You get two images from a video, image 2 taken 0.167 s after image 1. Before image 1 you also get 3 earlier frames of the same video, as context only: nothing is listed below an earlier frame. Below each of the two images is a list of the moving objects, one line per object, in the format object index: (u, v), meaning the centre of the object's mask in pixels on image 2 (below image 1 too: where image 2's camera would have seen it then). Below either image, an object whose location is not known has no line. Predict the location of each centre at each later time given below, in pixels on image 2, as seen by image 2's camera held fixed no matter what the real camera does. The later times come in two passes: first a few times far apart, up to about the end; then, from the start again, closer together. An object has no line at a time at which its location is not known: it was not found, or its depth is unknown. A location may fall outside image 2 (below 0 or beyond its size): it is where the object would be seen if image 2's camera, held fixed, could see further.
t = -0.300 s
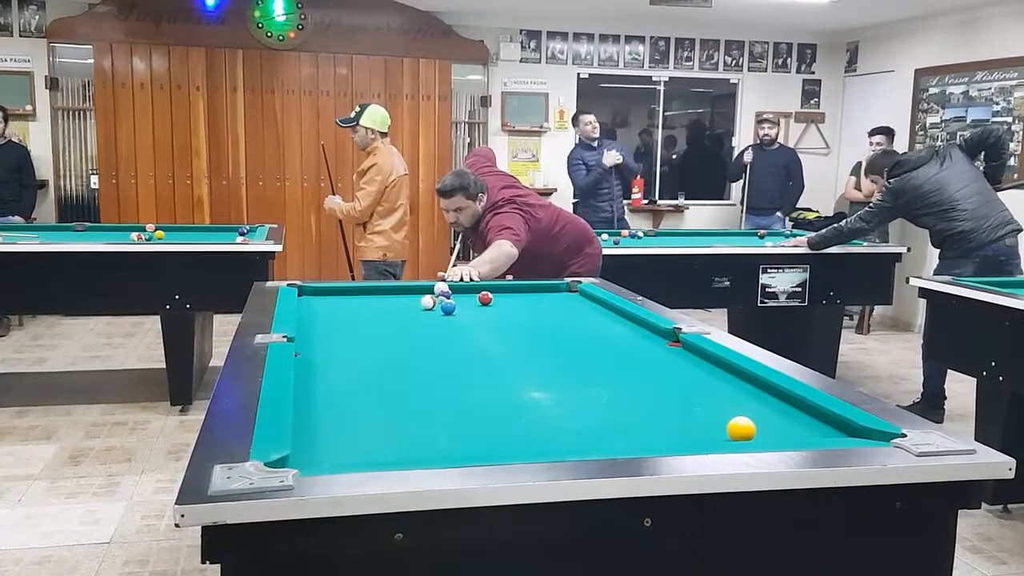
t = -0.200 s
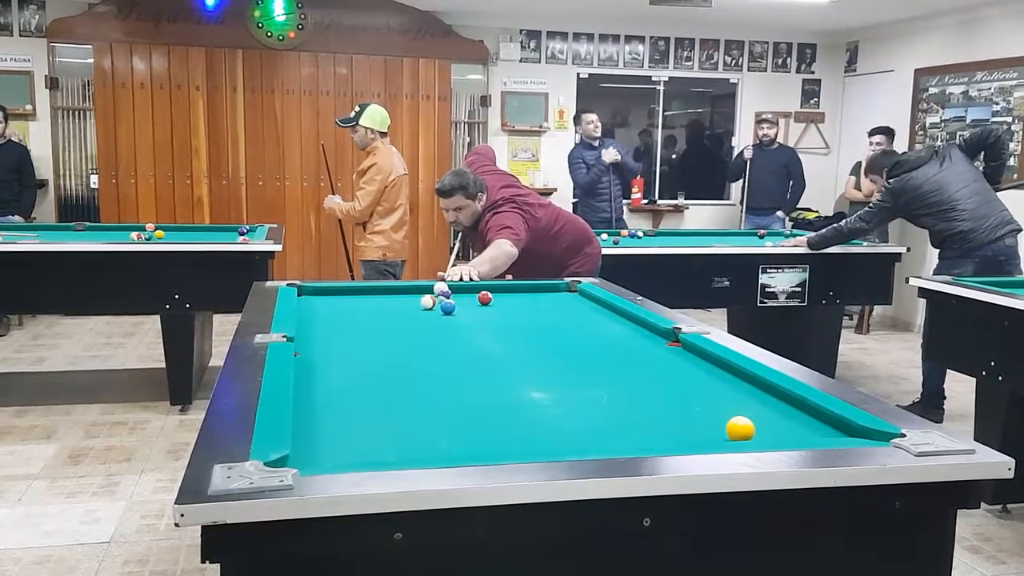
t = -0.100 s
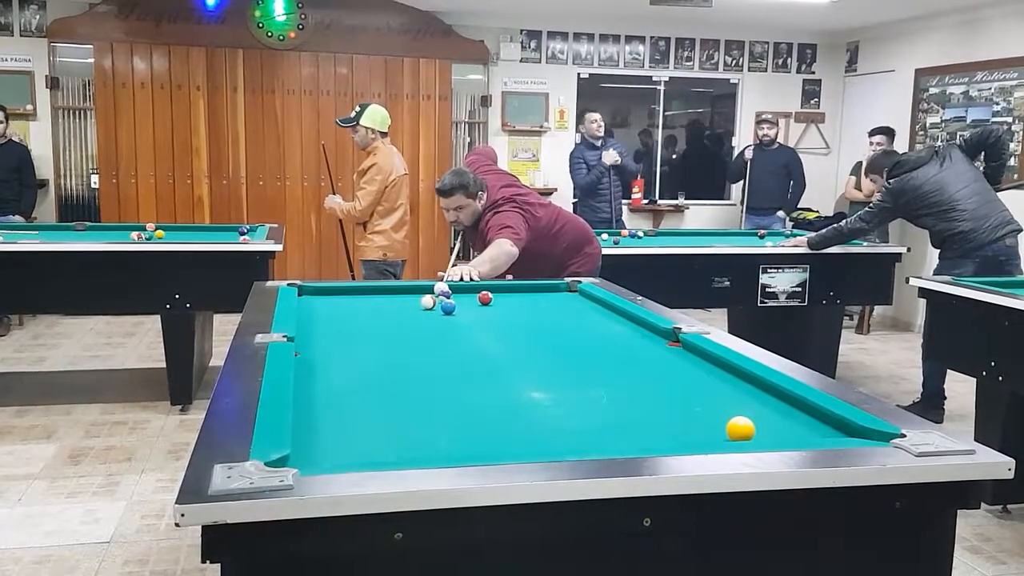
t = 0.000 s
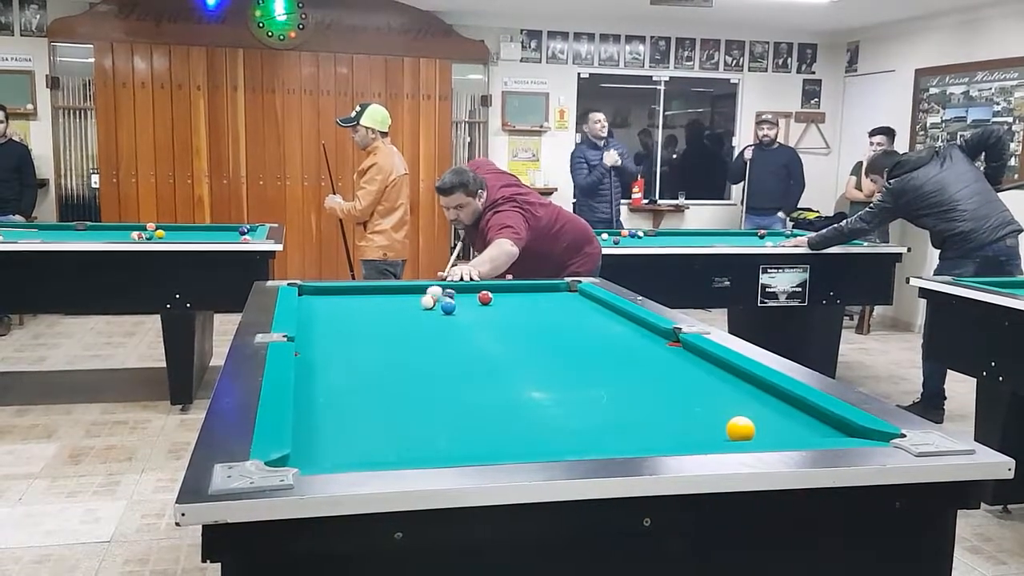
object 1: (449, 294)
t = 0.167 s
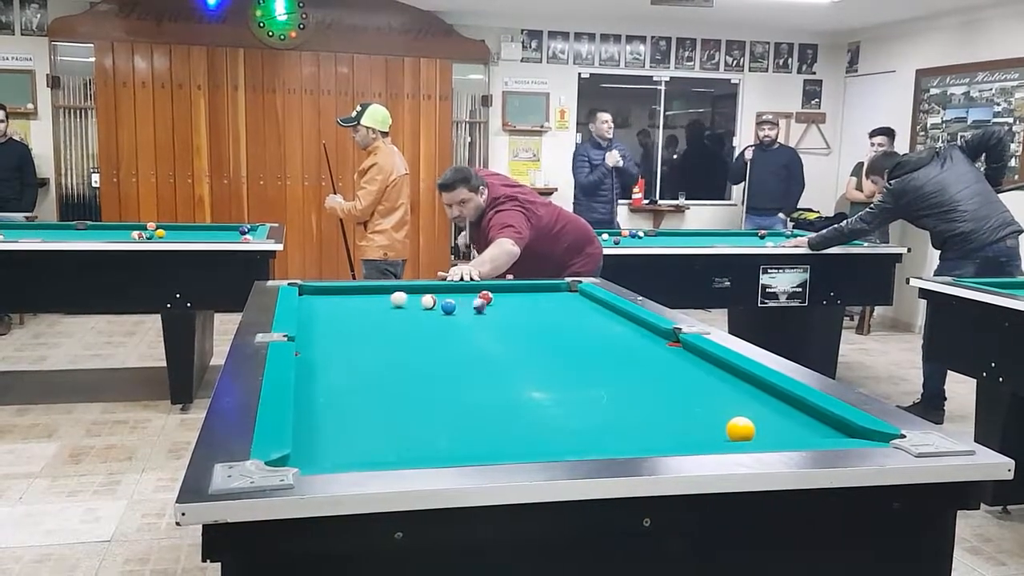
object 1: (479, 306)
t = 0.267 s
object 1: (496, 311)
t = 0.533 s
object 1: (545, 326)
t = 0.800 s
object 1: (601, 343)
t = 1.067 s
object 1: (666, 363)
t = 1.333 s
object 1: (744, 387)
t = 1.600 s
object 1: (804, 415)
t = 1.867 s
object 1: (833, 431)
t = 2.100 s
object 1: (803, 420)
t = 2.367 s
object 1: (774, 403)
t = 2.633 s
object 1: (752, 389)
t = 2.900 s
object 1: (734, 378)
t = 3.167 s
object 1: (720, 368)
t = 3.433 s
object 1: (708, 360)
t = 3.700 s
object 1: (695, 353)
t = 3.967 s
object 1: (682, 348)
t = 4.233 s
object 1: (673, 344)
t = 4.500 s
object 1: (665, 340)
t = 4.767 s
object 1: (659, 337)
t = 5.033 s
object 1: (654, 334)
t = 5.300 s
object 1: (651, 333)
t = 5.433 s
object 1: (651, 332)
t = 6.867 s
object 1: (649, 331)
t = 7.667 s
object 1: (647, 331)
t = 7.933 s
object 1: (645, 332)
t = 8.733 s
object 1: (645, 331)
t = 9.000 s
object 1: (646, 331)
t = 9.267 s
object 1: (646, 331)
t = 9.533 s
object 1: (646, 331)
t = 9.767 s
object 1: (646, 331)
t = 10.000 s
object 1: (647, 331)
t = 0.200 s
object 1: (485, 307)
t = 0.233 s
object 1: (491, 309)
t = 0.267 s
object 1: (496, 311)
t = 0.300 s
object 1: (501, 313)
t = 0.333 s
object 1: (507, 315)
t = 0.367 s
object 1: (513, 316)
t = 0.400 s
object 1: (520, 318)
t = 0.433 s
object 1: (525, 320)
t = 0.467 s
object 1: (532, 322)
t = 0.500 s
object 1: (538, 325)
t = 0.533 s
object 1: (545, 326)
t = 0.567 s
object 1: (552, 328)
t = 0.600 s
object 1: (558, 330)
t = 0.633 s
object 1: (564, 332)
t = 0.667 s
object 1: (572, 334)
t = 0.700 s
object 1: (579, 336)
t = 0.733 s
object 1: (585, 339)
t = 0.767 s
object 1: (593, 341)
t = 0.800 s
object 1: (601, 343)
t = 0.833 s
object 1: (609, 345)
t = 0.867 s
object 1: (616, 348)
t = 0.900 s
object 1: (623, 350)
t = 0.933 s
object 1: (632, 353)
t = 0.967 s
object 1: (640, 355)
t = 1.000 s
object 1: (649, 358)
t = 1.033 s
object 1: (657, 360)
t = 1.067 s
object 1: (666, 363)
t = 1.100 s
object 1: (675, 366)
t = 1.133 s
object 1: (684, 369)
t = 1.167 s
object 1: (694, 372)
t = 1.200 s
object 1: (702, 375)
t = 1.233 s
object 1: (713, 377)
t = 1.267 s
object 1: (723, 381)
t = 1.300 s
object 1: (733, 383)
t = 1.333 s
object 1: (744, 387)
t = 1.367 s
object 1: (755, 390)
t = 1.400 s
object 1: (766, 393)
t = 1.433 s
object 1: (777, 397)
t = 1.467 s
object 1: (787, 401)
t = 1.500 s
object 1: (791, 404)
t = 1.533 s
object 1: (795, 408)
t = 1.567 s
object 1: (799, 411)
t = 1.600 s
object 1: (804, 415)
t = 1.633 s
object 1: (809, 418)
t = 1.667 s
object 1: (814, 422)
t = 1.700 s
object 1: (818, 425)
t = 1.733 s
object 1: (824, 427)
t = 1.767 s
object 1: (829, 429)
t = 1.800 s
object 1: (834, 431)
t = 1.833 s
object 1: (839, 433)
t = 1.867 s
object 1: (833, 431)
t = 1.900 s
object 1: (830, 430)
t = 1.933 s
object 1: (824, 429)
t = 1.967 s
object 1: (819, 427)
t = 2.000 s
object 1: (815, 426)
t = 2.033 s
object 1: (811, 425)
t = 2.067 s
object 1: (807, 423)
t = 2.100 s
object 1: (803, 420)
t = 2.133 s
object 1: (799, 417)
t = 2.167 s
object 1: (795, 415)
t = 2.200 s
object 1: (791, 413)
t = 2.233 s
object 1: (788, 411)
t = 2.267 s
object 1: (784, 409)
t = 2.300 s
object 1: (781, 407)
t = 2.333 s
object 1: (777, 405)
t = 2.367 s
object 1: (774, 403)
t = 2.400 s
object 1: (771, 401)
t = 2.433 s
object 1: (768, 399)
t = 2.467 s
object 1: (765, 397)
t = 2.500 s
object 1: (762, 396)
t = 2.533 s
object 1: (760, 394)
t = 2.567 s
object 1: (757, 392)
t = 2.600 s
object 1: (754, 391)
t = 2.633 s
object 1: (752, 389)
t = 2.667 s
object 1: (750, 387)
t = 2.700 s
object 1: (747, 386)
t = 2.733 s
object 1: (745, 385)
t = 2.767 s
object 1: (743, 383)
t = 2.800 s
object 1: (741, 380)
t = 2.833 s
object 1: (738, 378)
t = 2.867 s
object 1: (736, 379)
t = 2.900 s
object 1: (734, 378)
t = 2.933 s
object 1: (732, 376)
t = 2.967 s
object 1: (731, 375)
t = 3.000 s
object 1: (728, 374)
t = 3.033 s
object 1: (727, 373)
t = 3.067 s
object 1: (725, 372)
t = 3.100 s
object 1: (723, 370)
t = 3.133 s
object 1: (721, 369)
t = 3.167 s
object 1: (720, 368)
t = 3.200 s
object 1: (719, 367)
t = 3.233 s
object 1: (717, 366)
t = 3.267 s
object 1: (716, 365)
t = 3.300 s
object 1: (714, 364)
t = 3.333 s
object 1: (713, 363)
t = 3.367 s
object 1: (711, 362)
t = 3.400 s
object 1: (709, 361)
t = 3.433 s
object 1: (708, 360)
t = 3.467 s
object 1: (707, 359)
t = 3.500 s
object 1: (706, 358)
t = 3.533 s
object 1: (704, 357)
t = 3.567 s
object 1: (702, 357)
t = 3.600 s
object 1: (700, 356)
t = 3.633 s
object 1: (698, 355)
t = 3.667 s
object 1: (697, 355)
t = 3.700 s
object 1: (695, 353)
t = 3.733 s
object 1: (694, 353)
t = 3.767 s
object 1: (692, 352)
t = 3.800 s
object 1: (690, 351)
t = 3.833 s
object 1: (688, 351)
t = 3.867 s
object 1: (687, 350)
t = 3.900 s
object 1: (685, 350)
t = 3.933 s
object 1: (684, 349)
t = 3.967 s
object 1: (682, 348)
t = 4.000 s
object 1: (680, 348)
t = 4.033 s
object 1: (680, 347)
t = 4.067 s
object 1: (679, 346)
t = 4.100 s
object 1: (677, 346)
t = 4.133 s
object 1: (676, 345)
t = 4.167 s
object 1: (674, 345)
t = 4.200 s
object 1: (674, 344)
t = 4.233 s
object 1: (673, 344)
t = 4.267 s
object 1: (672, 343)
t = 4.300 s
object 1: (670, 343)
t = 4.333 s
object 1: (670, 342)
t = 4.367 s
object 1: (669, 342)
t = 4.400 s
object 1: (668, 341)
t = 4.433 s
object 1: (667, 341)
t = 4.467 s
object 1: (666, 341)
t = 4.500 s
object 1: (665, 340)
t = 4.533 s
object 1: (664, 339)
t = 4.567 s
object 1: (664, 339)
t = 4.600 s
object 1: (663, 339)
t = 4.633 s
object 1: (662, 338)
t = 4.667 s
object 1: (661, 338)
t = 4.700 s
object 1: (661, 338)
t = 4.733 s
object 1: (660, 337)
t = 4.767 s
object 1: (659, 337)
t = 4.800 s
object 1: (658, 336)
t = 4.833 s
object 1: (658, 336)
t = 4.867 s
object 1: (657, 336)
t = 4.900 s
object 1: (657, 335)
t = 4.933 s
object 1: (656, 335)
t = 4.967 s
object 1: (656, 335)
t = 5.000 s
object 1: (655, 335)
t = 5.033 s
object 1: (654, 334)
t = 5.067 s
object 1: (654, 334)
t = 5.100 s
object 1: (654, 334)
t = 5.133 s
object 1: (653, 334)
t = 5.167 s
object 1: (652, 334)
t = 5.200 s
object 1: (652, 334)
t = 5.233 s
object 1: (651, 333)
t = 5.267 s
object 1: (652, 333)
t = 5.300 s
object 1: (651, 333)
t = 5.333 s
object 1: (651, 333)
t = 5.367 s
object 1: (653, 332)
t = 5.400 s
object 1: (651, 332)
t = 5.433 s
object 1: (651, 332)
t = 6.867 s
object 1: (649, 331)
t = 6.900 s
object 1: (649, 331)
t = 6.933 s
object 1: (649, 331)
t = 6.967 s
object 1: (649, 331)
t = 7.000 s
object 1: (649, 331)
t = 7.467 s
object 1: (649, 331)
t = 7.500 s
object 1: (649, 331)
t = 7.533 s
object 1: (648, 331)
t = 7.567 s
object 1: (648, 331)
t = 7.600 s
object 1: (648, 331)
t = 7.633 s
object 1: (648, 331)
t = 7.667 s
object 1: (647, 331)
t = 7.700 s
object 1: (647, 331)
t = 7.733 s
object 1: (647, 331)
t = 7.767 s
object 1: (647, 331)
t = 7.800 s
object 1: (647, 331)
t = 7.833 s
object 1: (646, 332)
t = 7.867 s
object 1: (646, 332)
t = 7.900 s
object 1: (646, 331)
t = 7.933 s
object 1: (645, 332)
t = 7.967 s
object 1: (645, 332)
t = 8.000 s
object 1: (645, 332)
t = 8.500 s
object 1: (644, 332)
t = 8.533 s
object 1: (644, 331)
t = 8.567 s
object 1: (645, 331)
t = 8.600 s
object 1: (645, 331)
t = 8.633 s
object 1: (645, 331)
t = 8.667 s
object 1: (646, 331)
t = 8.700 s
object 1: (646, 331)
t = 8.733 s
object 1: (645, 331)
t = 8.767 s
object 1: (646, 331)
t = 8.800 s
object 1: (646, 331)
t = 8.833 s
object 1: (646, 331)
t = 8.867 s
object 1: (646, 331)
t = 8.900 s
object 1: (646, 331)
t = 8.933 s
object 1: (646, 331)
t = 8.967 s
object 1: (646, 331)
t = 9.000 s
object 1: (646, 331)
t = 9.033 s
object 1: (646, 331)
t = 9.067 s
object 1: (646, 331)
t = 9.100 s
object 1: (646, 331)
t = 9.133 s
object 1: (646, 331)
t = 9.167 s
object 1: (646, 331)
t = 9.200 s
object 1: (646, 331)
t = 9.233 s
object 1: (646, 331)
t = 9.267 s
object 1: (646, 331)
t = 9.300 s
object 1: (646, 331)
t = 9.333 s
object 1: (646, 331)
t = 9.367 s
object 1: (646, 331)
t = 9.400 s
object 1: (646, 331)
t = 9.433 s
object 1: (646, 331)
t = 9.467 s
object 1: (646, 331)
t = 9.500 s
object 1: (646, 331)
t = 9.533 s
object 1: (646, 331)
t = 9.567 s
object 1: (647, 331)
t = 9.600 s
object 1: (646, 331)
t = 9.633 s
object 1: (646, 331)
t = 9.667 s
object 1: (646, 331)
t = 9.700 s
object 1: (647, 331)
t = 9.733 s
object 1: (647, 331)
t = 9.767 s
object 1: (646, 331)
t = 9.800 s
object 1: (646, 331)
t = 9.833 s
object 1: (646, 331)
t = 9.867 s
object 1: (646, 331)
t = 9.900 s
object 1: (647, 331)
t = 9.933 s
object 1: (647, 331)
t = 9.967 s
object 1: (646, 331)
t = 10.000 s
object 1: (647, 331)
